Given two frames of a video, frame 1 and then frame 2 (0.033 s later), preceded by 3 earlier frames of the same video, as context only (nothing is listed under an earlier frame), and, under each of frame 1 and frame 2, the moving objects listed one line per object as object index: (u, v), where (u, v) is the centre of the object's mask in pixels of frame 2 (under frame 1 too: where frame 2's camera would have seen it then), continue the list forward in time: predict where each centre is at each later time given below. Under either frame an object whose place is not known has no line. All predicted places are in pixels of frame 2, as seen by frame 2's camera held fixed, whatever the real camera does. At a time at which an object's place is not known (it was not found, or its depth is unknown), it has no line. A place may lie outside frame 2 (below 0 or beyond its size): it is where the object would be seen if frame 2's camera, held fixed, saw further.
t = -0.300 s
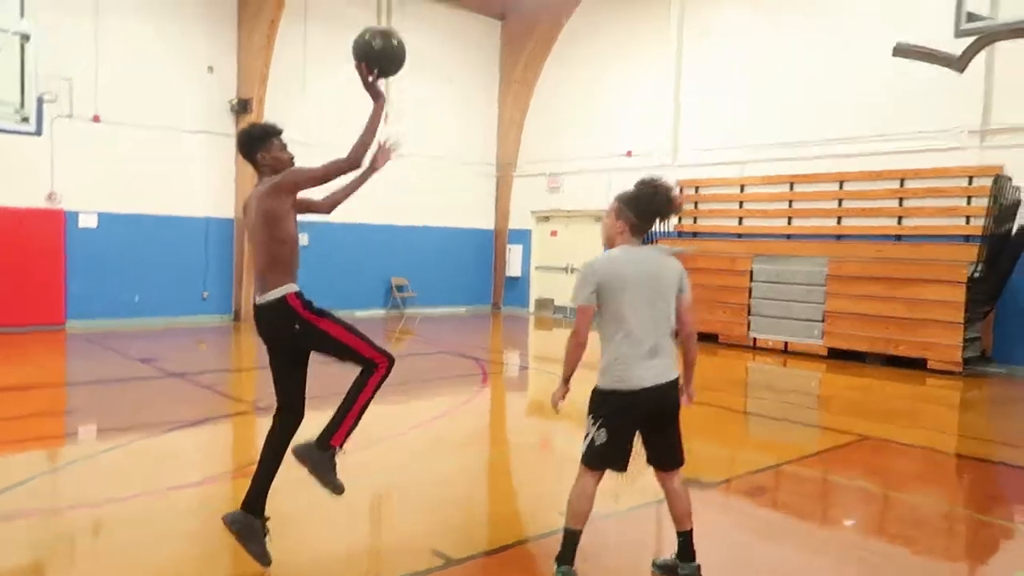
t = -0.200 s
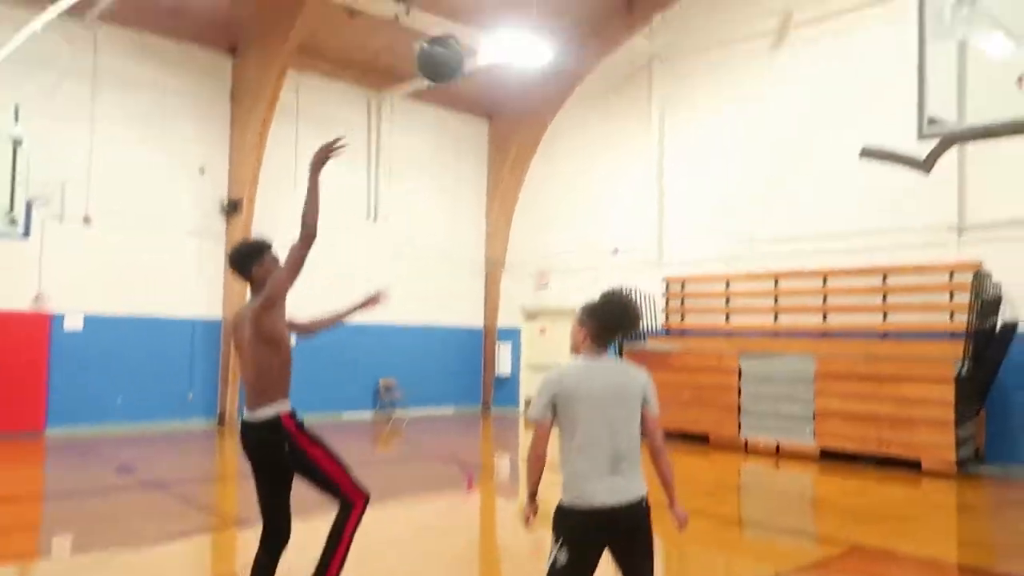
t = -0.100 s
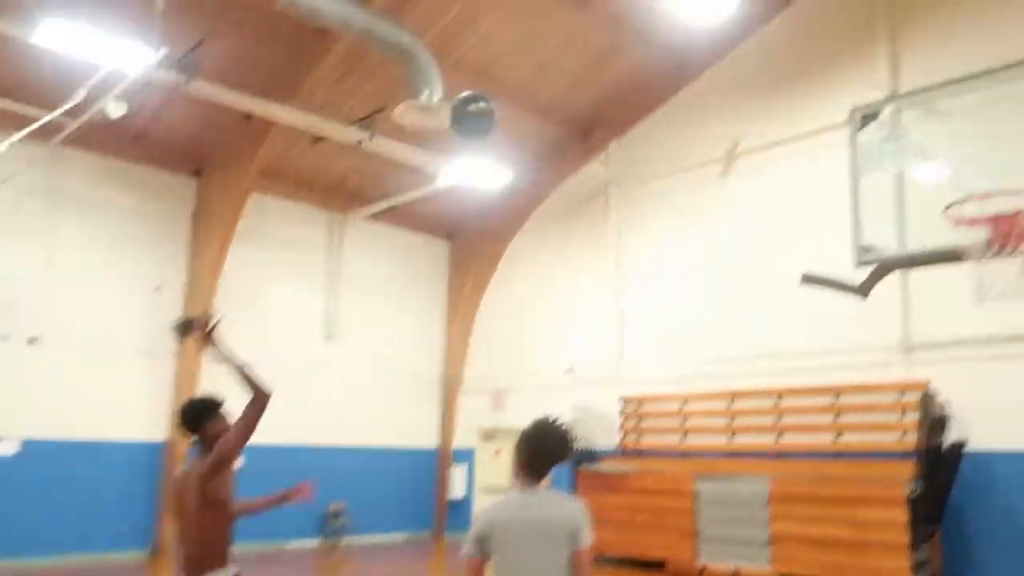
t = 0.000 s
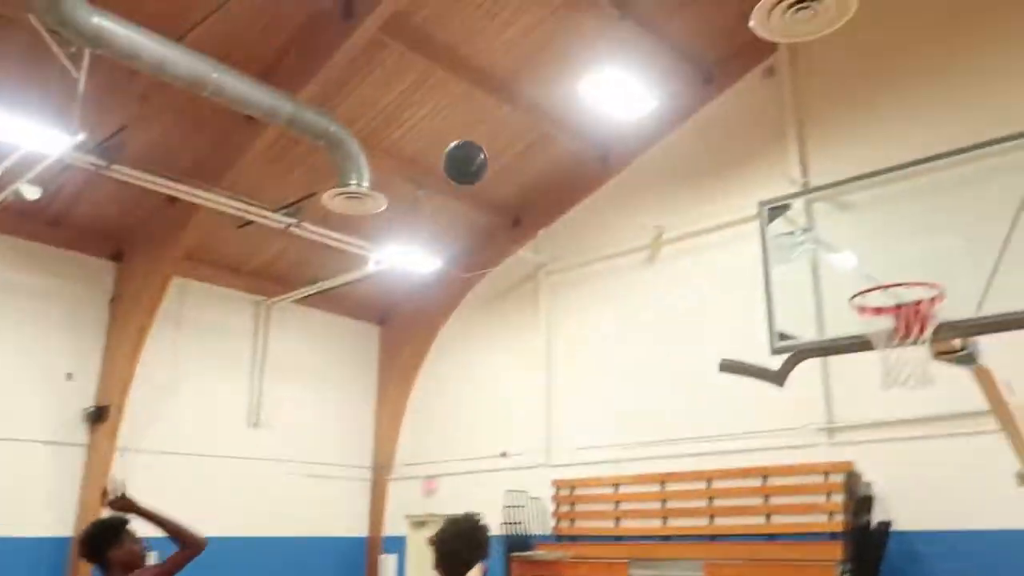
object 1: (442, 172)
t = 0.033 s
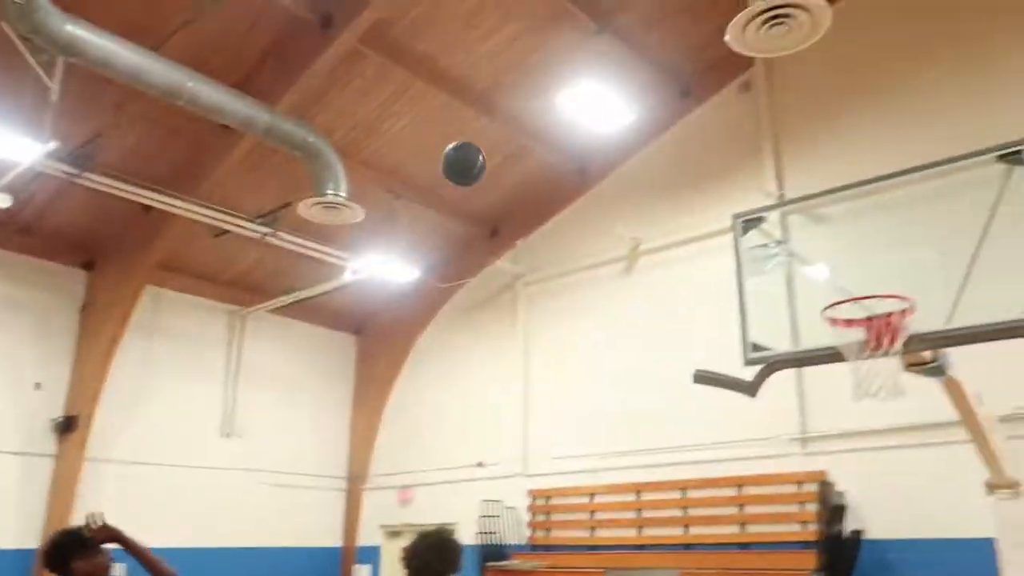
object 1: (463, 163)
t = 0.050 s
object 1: (474, 160)
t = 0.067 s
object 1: (484, 157)
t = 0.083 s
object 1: (494, 153)
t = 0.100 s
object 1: (503, 149)
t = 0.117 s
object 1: (511, 147)
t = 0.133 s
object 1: (521, 144)
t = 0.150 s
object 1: (530, 141)
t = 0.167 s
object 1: (537, 142)
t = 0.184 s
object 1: (545, 140)
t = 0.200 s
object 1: (557, 138)
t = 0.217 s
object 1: (564, 138)
